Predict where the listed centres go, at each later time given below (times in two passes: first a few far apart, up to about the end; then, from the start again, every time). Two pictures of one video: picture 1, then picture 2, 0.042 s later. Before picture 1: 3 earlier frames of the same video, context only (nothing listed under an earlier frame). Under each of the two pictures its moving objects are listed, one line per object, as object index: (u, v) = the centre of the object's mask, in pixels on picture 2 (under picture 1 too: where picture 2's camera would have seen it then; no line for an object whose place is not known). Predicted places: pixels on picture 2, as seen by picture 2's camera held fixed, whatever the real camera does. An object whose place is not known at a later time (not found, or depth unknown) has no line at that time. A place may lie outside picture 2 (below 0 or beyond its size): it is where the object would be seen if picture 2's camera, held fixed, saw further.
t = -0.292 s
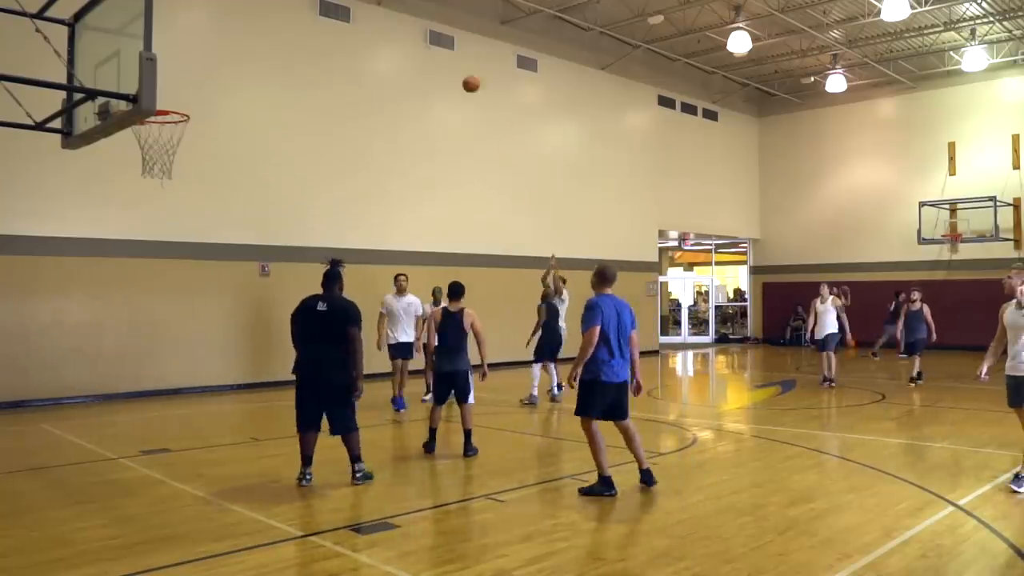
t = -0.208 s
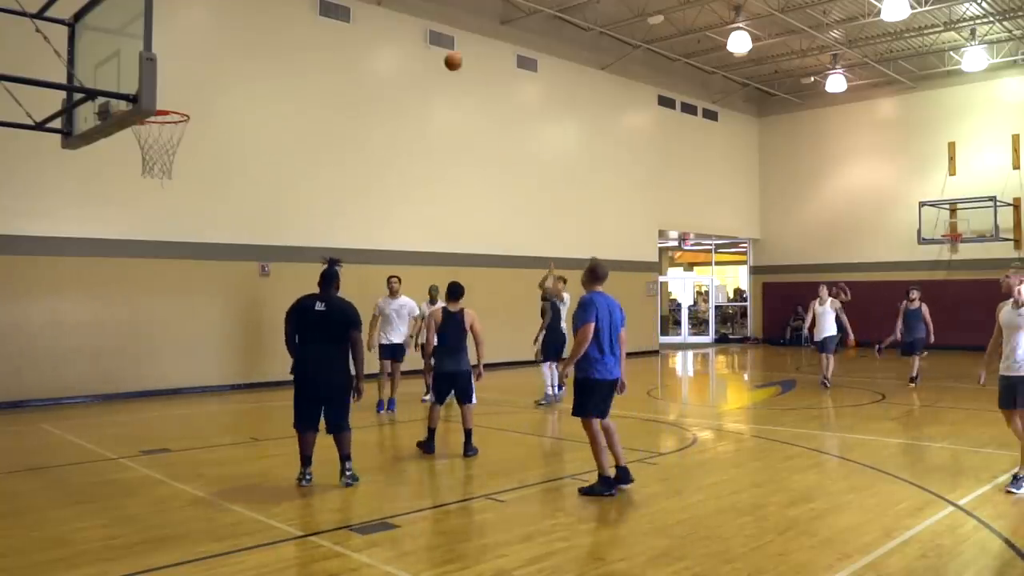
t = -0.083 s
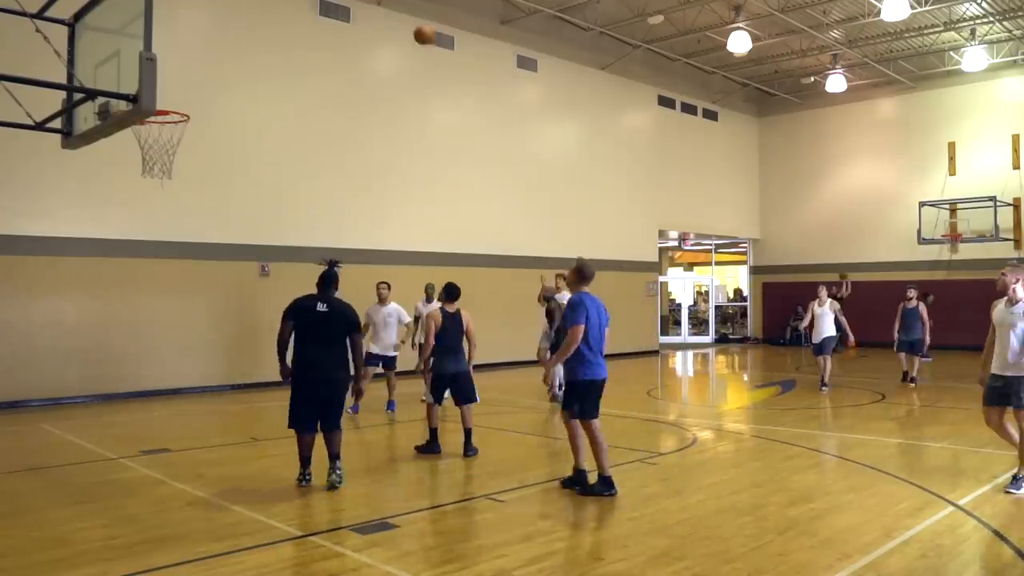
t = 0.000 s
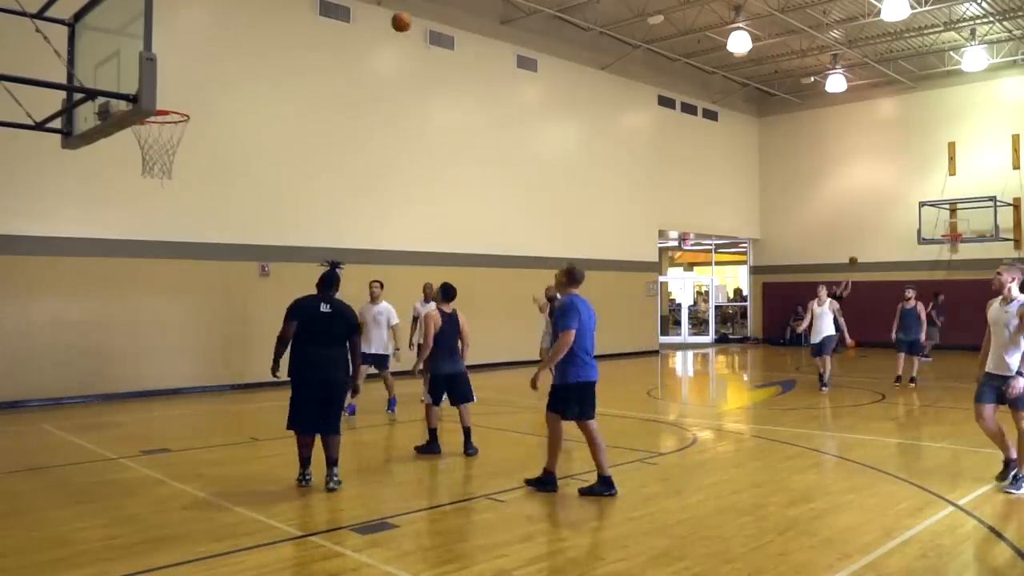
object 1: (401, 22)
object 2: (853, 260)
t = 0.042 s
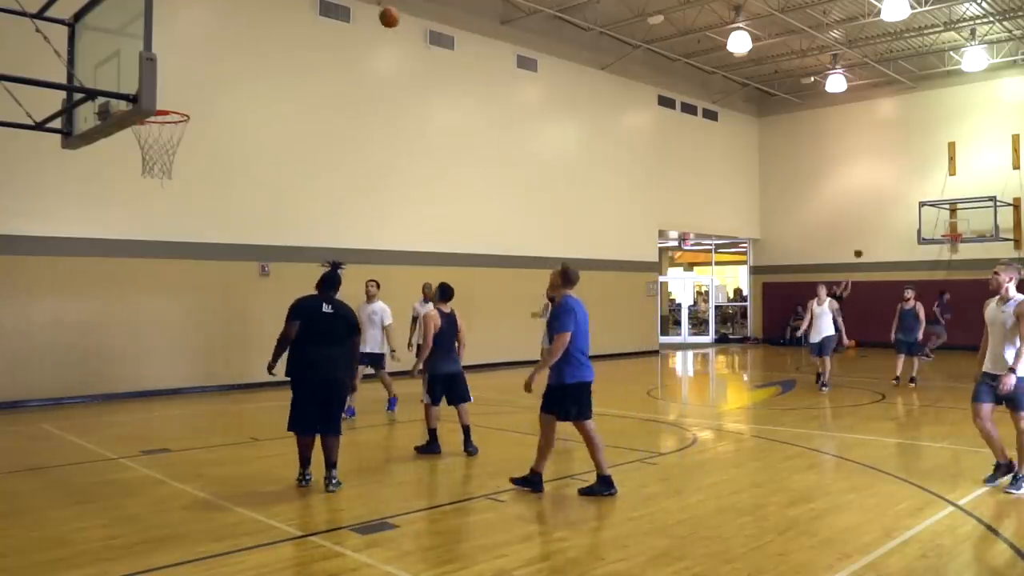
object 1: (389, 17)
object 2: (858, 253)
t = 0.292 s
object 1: (305, 18)
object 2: (891, 224)
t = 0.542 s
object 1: (187, 91)
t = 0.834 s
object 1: (101, 210)
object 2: (952, 228)
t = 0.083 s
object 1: (376, 14)
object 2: (863, 247)
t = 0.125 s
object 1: (363, 12)
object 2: (869, 241)
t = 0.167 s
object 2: (874, 236)
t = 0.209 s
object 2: (880, 231)
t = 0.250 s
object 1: (321, 13)
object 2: (885, 227)
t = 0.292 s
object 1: (305, 18)
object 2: (891, 224)
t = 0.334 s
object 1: (288, 24)
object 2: (896, 221)
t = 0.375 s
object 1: (270, 32)
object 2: (901, 219)
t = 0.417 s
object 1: (251, 43)
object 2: (907, 217)
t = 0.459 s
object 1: (231, 56)
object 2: (913, 217)
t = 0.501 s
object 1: (210, 72)
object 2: (919, 216)
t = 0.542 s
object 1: (187, 91)
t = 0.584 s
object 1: (165, 113)
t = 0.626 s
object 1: (142, 137)
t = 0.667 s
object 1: (133, 146)
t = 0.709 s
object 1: (125, 159)
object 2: (947, 226)
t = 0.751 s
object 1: (117, 173)
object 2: (954, 228)
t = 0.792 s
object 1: (109, 191)
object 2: (958, 230)
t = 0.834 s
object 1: (101, 210)
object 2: (952, 228)
